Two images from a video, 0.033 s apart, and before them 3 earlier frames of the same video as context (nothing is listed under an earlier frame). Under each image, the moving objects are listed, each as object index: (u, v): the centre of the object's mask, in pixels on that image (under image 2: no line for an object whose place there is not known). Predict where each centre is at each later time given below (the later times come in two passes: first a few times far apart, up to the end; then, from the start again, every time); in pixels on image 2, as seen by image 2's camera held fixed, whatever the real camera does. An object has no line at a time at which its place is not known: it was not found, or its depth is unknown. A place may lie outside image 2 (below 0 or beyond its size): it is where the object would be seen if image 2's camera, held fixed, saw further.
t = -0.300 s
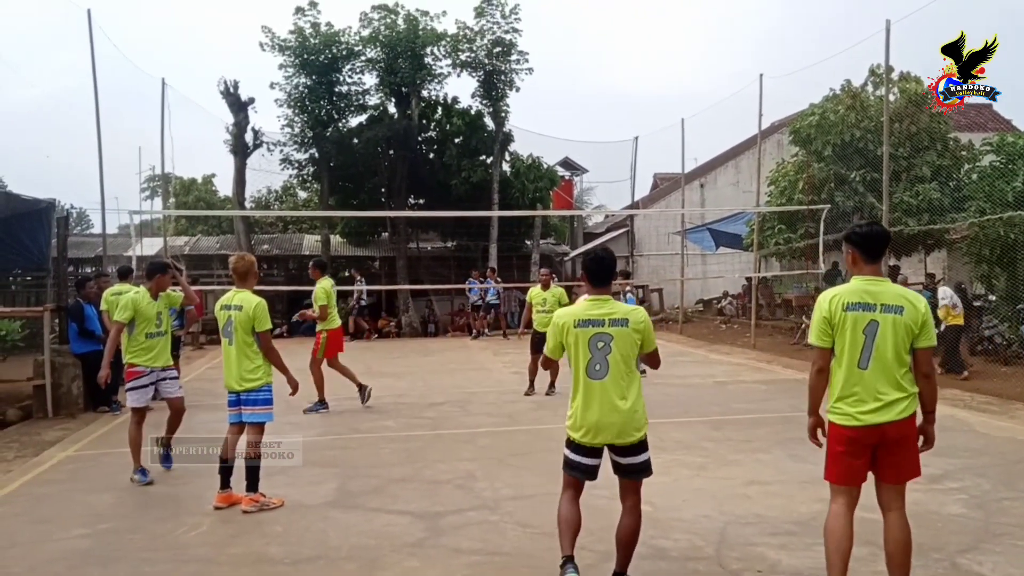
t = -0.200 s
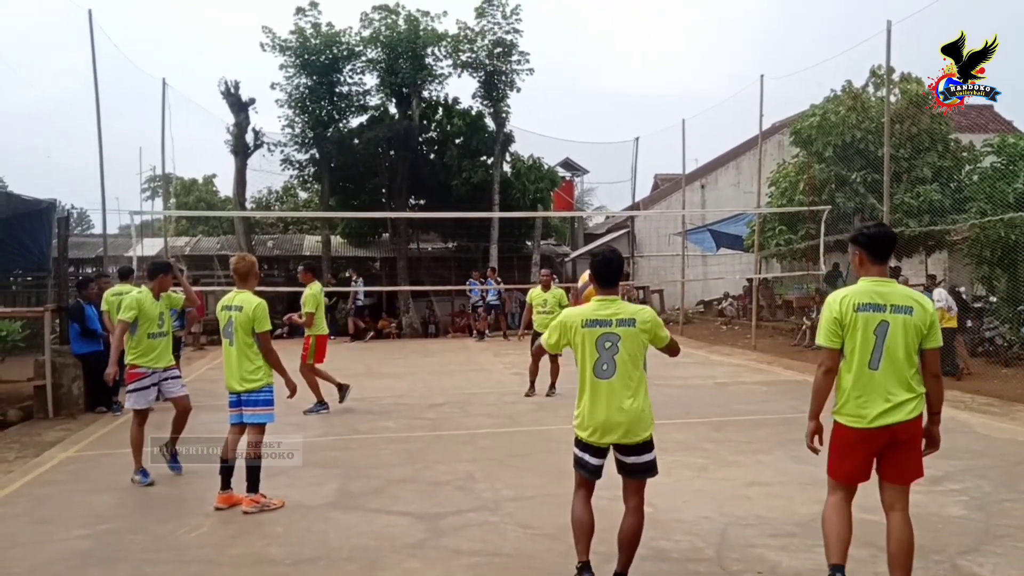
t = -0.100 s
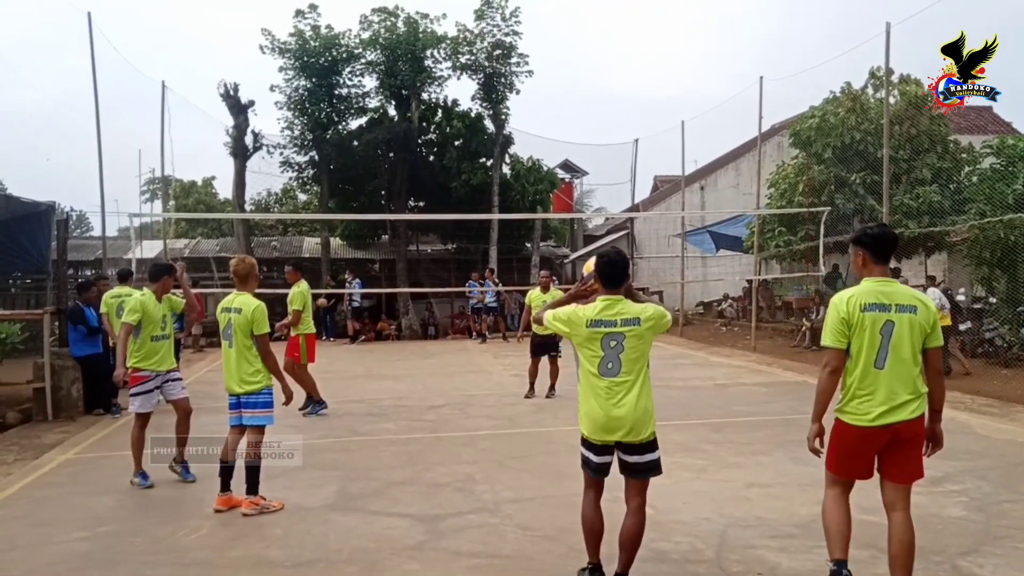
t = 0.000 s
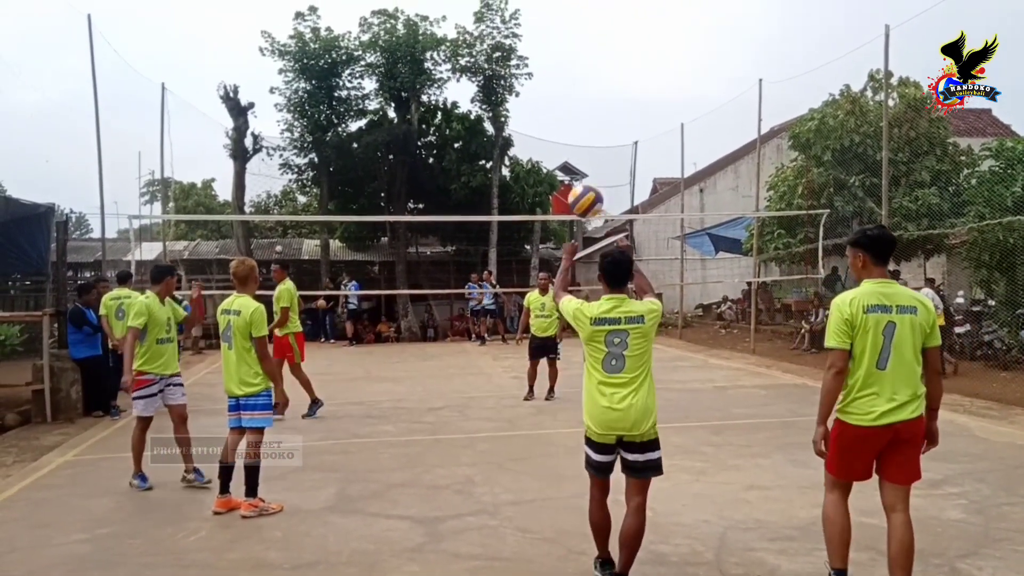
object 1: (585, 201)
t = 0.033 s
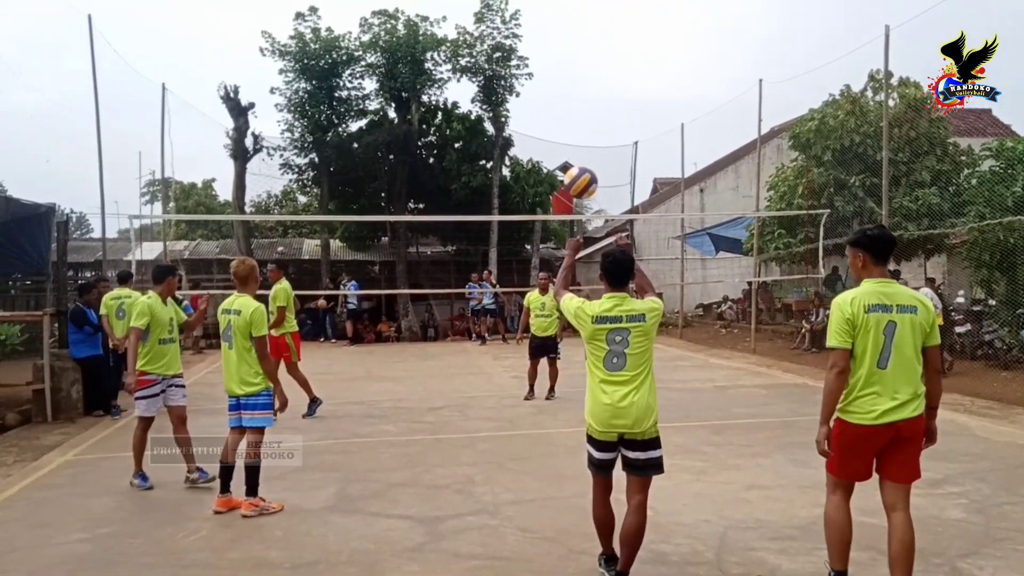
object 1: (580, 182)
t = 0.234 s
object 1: (557, 128)
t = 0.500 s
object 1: (540, 146)
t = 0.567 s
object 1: (537, 160)
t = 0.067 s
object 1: (576, 167)
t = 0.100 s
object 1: (572, 155)
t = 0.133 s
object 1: (568, 145)
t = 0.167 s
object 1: (564, 138)
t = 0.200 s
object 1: (561, 132)
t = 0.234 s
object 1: (557, 128)
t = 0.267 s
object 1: (555, 126)
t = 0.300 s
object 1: (552, 125)
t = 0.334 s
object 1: (549, 126)
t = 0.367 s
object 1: (547, 128)
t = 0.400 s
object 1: (545, 131)
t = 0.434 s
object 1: (543, 135)
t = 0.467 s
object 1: (542, 140)
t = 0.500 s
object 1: (540, 146)
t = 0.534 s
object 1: (539, 153)
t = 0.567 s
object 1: (537, 160)
